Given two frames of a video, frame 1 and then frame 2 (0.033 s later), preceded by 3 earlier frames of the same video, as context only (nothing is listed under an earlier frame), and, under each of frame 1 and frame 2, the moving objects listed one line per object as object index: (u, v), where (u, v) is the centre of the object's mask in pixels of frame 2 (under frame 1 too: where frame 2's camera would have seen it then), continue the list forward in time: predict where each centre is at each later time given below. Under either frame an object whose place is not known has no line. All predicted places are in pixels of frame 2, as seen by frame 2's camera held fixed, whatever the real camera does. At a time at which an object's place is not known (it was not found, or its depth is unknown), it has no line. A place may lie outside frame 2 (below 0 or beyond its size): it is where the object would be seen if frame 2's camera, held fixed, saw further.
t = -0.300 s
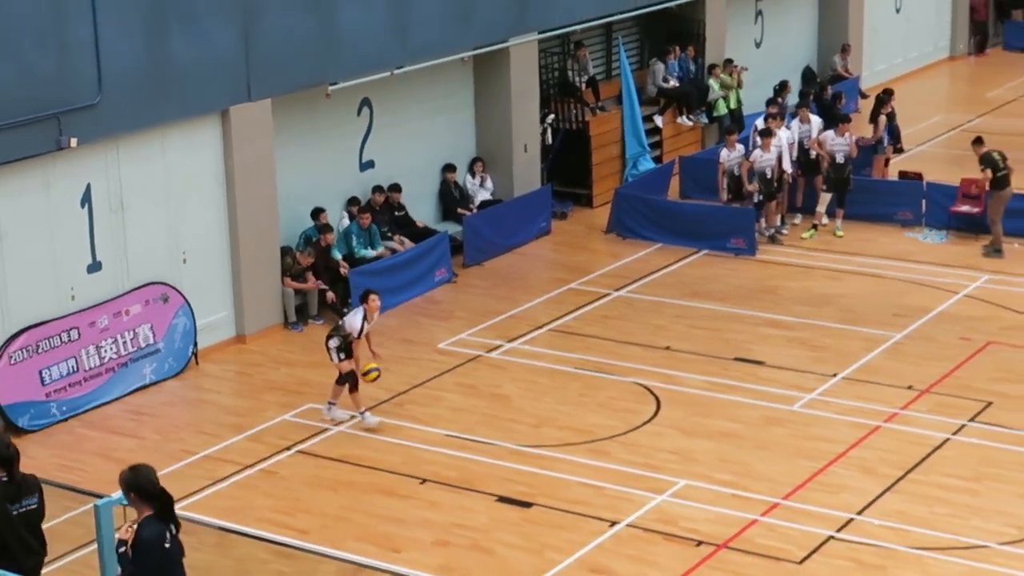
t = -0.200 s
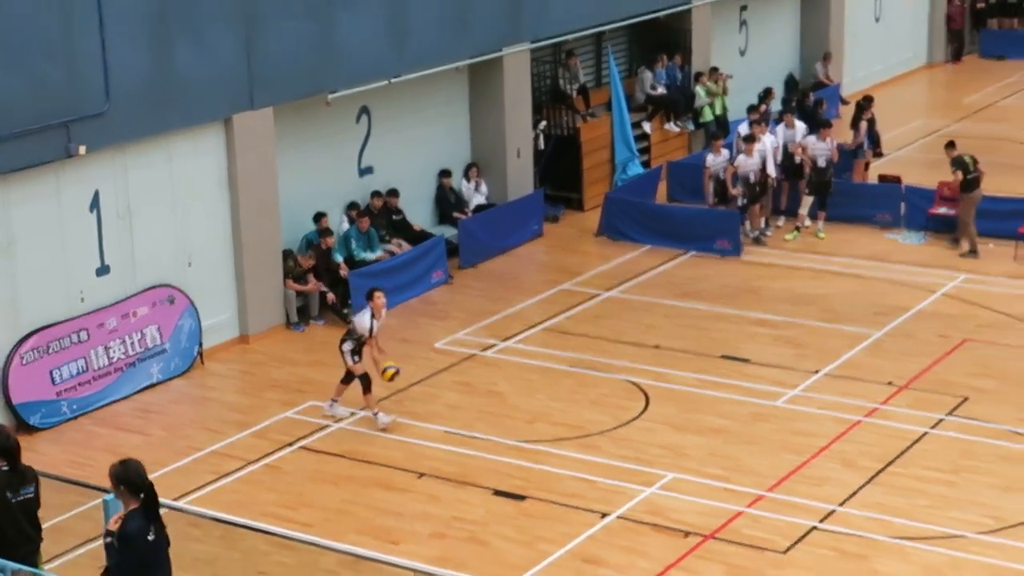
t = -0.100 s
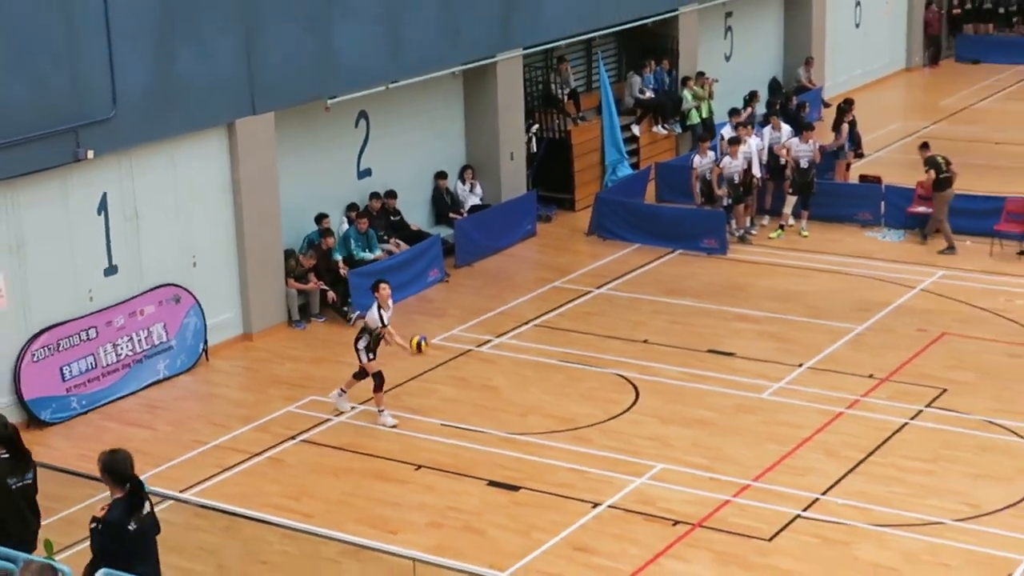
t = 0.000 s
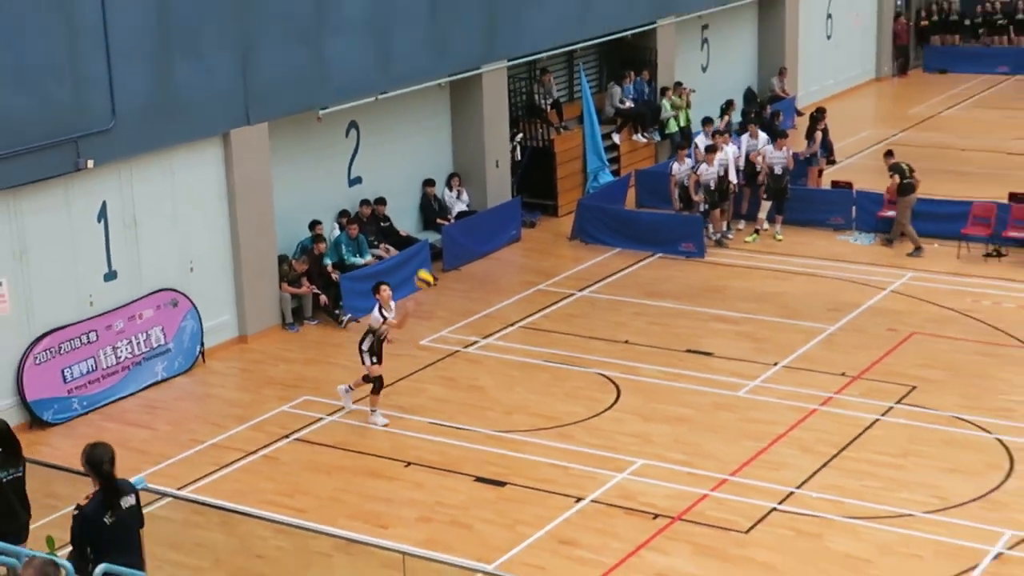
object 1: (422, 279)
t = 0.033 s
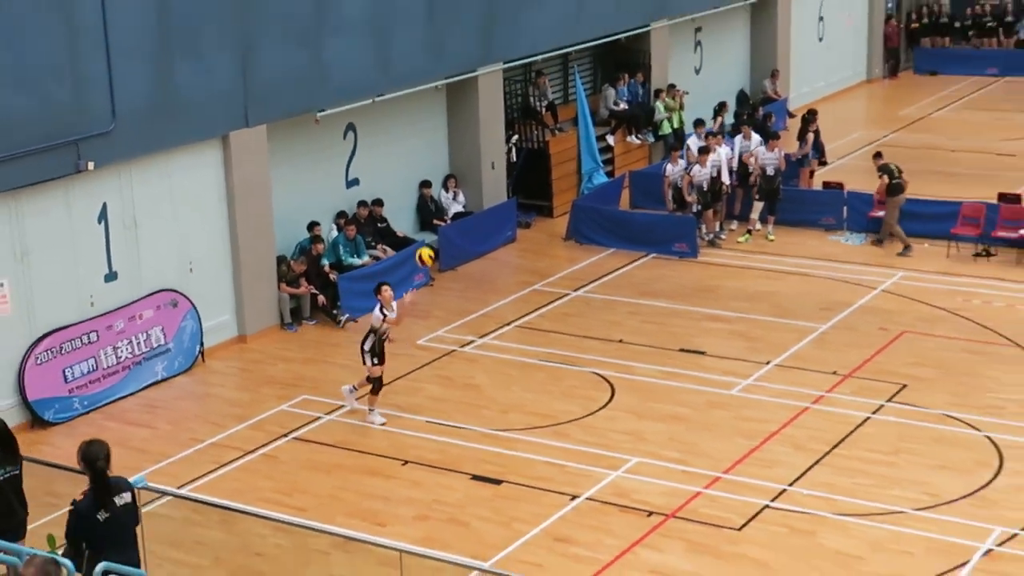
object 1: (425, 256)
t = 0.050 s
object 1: (427, 246)
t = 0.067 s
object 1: (429, 236)
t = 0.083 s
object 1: (430, 225)
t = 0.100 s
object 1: (433, 215)
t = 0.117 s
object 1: (435, 205)
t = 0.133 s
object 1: (436, 196)
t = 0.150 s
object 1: (437, 185)
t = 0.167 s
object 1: (440, 177)
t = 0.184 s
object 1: (442, 166)
